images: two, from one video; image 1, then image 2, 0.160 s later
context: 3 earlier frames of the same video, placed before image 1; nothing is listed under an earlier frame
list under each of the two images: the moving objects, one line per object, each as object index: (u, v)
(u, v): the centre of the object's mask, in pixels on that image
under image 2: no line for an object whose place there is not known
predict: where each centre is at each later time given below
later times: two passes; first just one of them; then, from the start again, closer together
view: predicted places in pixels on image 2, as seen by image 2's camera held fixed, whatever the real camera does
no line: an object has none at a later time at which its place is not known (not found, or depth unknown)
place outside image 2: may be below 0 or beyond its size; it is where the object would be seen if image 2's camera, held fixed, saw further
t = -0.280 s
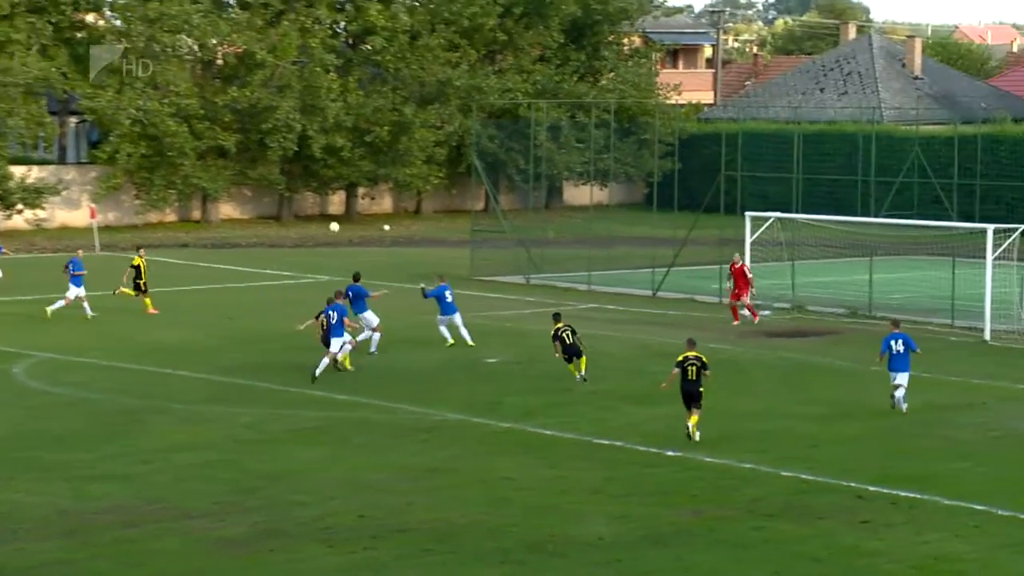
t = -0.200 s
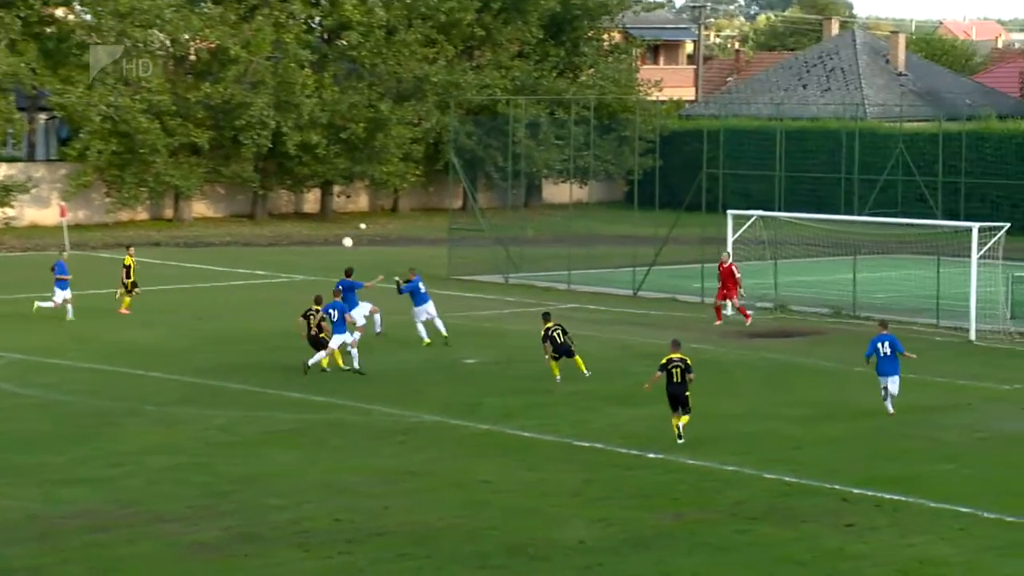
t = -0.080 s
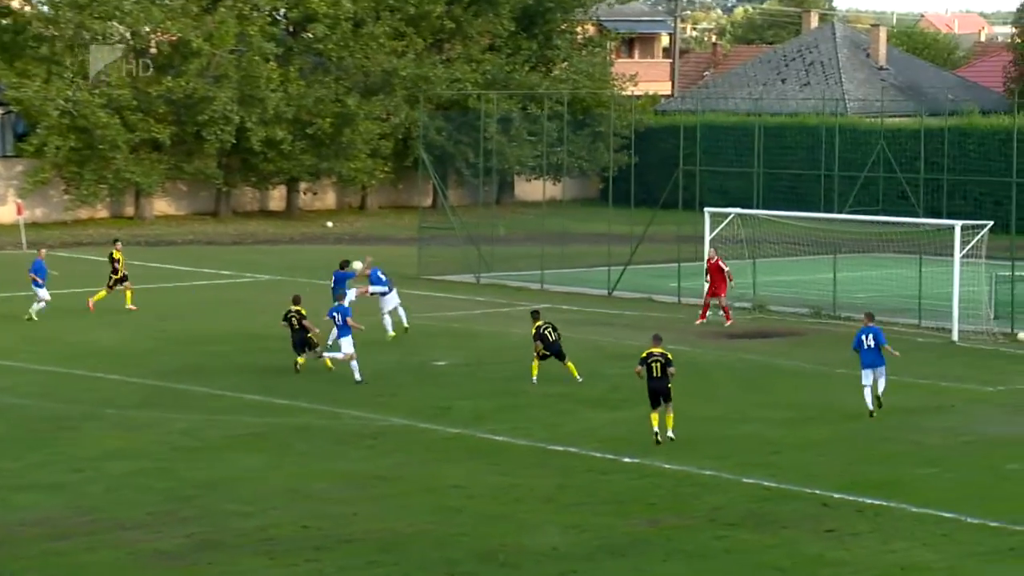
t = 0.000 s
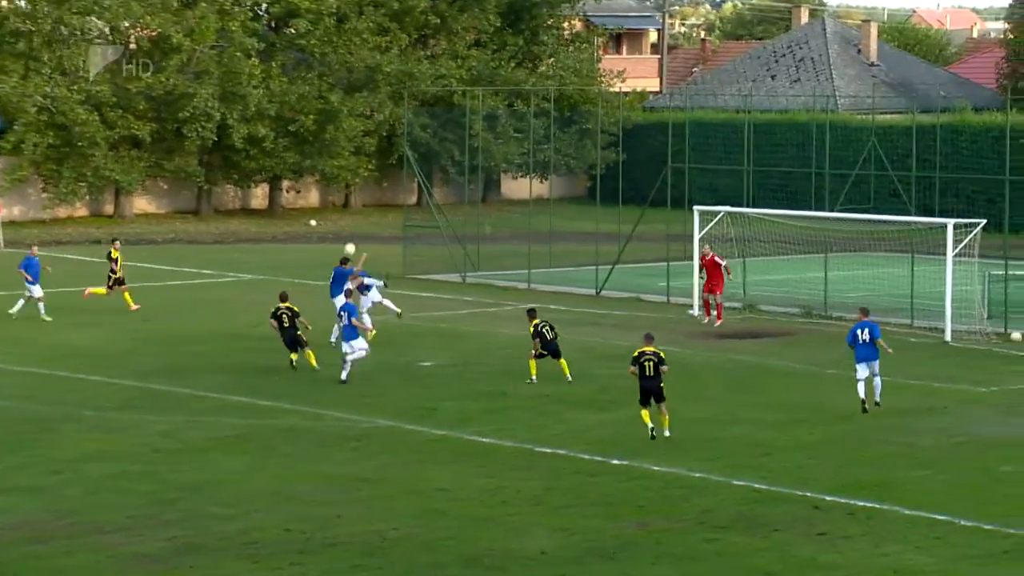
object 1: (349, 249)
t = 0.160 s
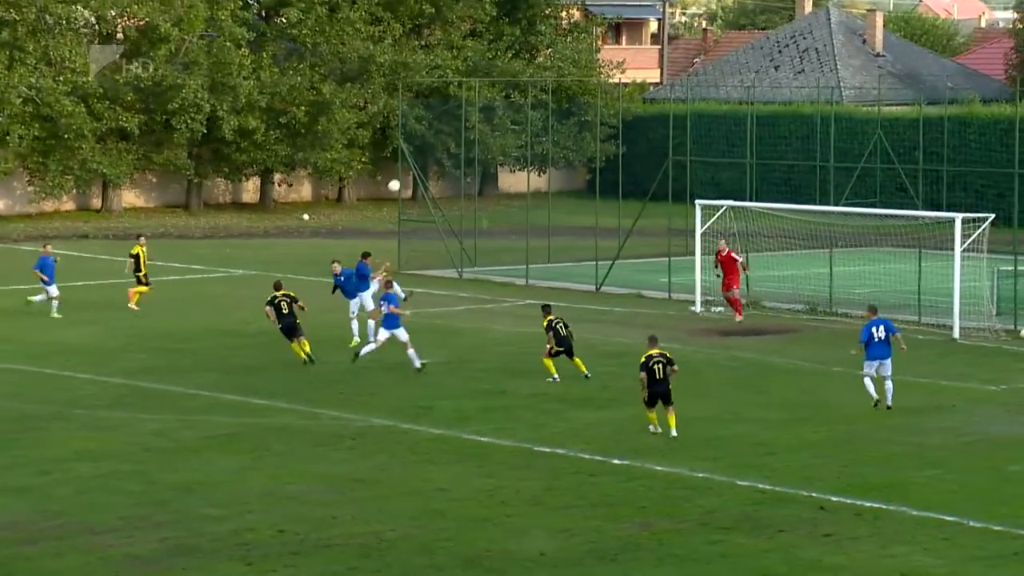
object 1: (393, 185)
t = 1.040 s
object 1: (640, 101)
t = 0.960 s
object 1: (619, 94)
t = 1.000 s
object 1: (629, 97)
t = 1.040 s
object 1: (640, 101)
